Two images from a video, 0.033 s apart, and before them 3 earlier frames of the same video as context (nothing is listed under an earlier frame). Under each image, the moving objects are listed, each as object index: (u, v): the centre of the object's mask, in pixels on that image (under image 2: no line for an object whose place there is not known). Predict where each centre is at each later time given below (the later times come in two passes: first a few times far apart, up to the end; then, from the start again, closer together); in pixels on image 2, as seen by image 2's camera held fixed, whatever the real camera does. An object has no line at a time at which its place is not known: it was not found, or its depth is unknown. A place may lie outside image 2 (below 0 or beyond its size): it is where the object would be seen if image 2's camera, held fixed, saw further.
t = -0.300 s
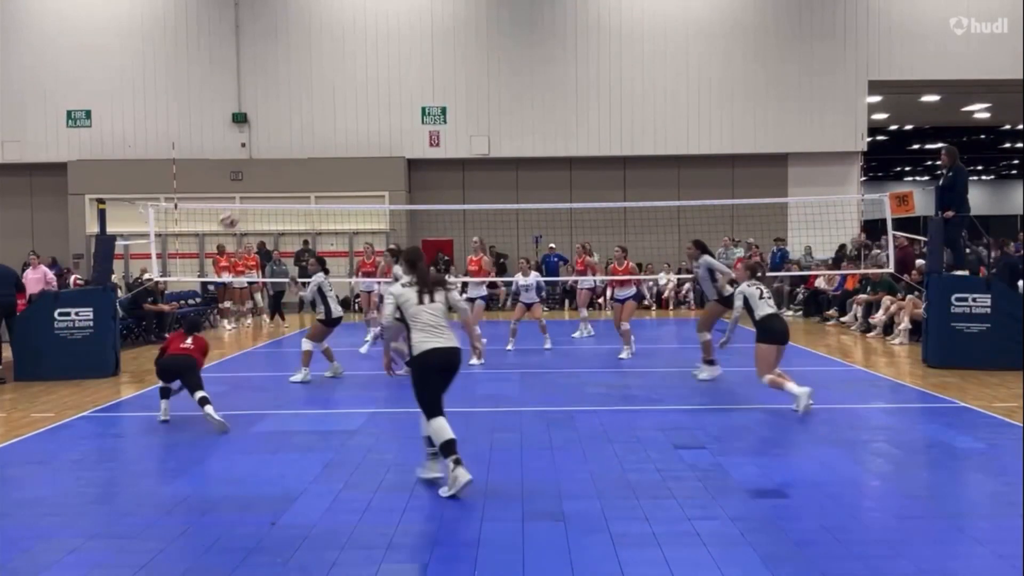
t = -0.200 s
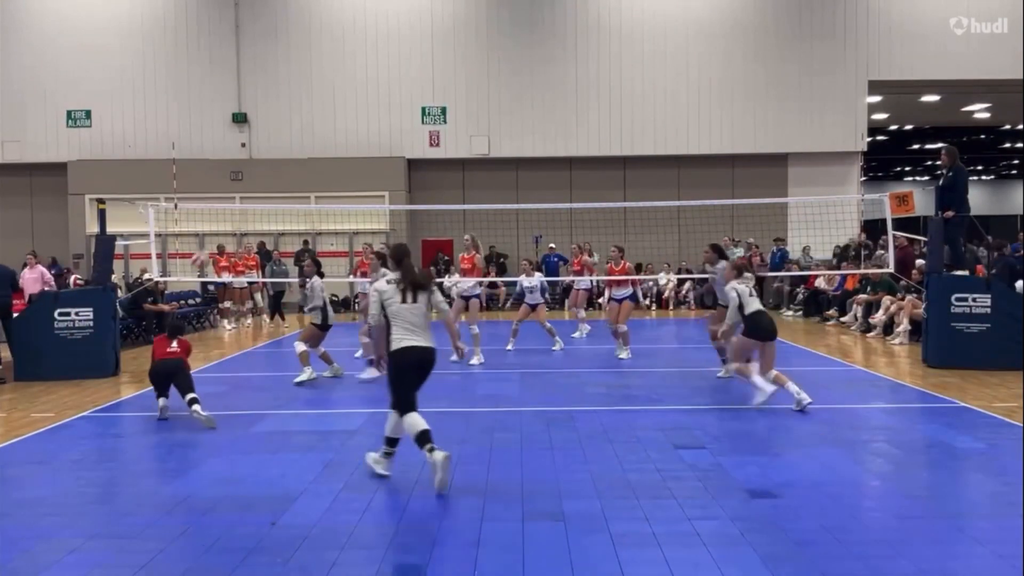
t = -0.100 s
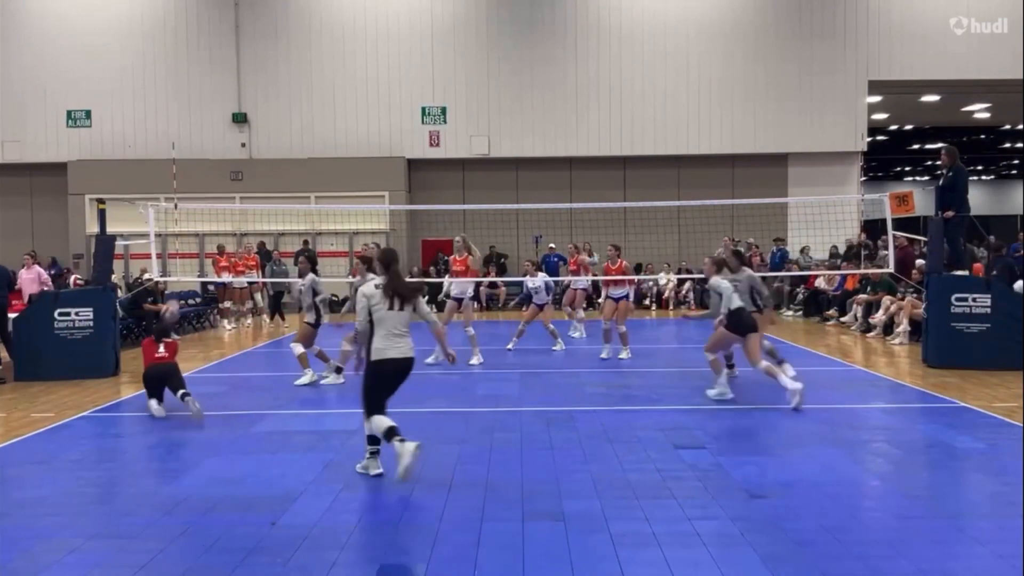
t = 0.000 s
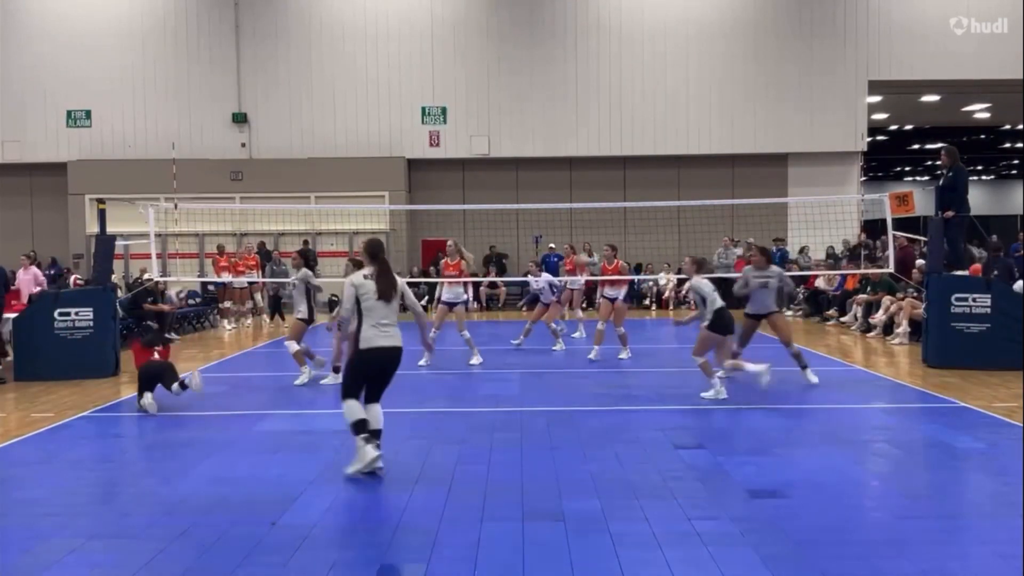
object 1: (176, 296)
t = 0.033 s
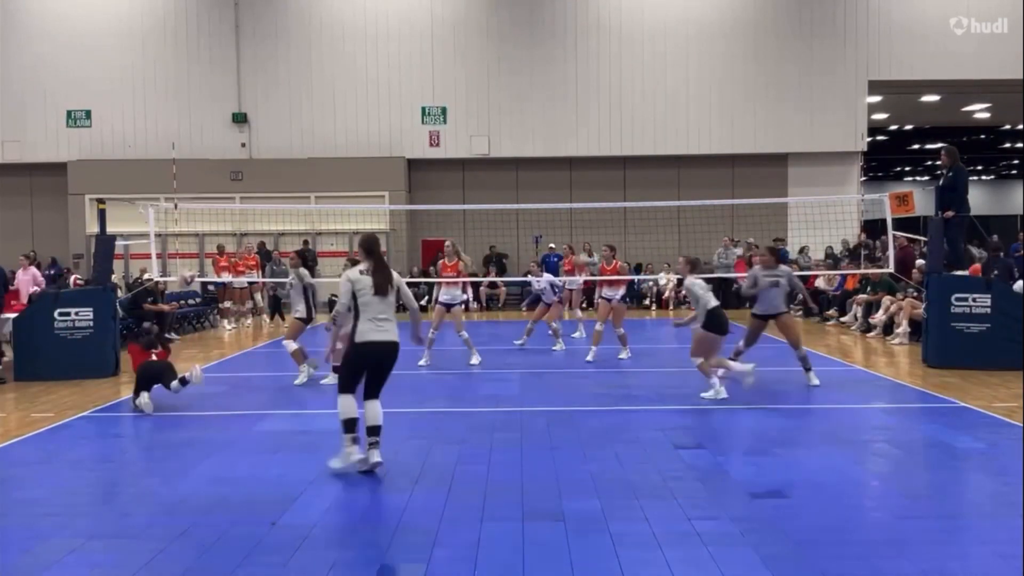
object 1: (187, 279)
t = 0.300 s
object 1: (259, 168)
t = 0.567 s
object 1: (332, 124)
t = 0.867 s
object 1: (418, 150)
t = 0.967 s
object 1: (445, 176)
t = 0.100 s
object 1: (203, 244)
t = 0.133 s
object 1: (213, 230)
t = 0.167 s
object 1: (224, 216)
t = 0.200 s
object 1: (230, 202)
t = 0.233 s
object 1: (239, 189)
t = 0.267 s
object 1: (249, 178)
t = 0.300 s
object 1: (259, 168)
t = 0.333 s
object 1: (267, 159)
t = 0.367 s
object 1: (277, 151)
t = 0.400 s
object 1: (286, 144)
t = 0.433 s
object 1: (295, 138)
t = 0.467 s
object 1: (305, 132)
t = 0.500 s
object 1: (314, 128)
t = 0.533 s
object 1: (324, 125)
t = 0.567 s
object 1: (332, 124)
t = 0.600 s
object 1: (342, 122)
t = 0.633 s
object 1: (352, 122)
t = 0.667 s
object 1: (361, 124)
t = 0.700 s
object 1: (370, 125)
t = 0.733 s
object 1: (381, 128)
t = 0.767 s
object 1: (389, 132)
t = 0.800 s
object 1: (399, 138)
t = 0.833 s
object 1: (407, 143)
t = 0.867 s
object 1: (418, 150)
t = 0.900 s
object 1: (426, 159)
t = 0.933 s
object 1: (436, 168)
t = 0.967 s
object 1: (445, 176)
